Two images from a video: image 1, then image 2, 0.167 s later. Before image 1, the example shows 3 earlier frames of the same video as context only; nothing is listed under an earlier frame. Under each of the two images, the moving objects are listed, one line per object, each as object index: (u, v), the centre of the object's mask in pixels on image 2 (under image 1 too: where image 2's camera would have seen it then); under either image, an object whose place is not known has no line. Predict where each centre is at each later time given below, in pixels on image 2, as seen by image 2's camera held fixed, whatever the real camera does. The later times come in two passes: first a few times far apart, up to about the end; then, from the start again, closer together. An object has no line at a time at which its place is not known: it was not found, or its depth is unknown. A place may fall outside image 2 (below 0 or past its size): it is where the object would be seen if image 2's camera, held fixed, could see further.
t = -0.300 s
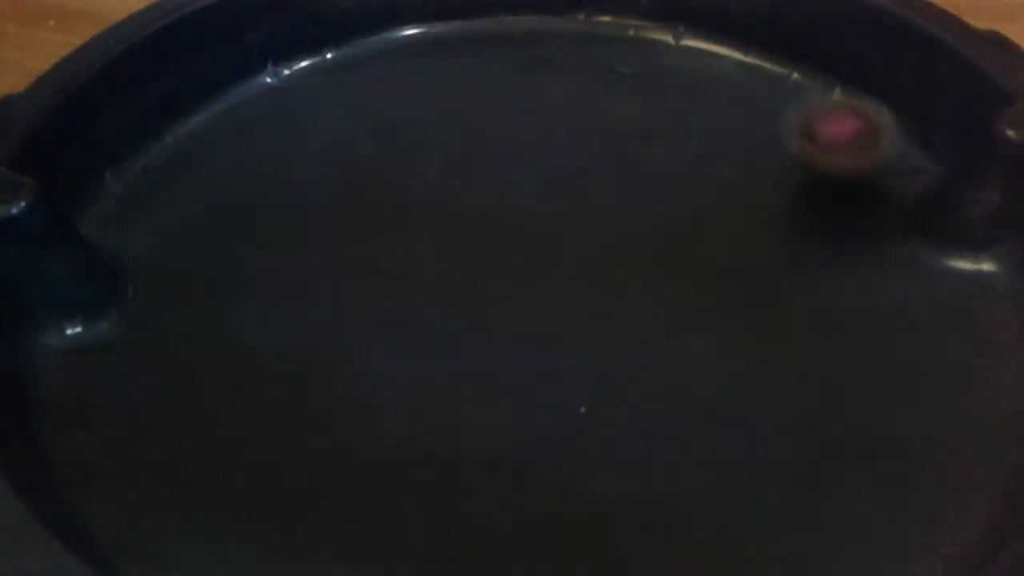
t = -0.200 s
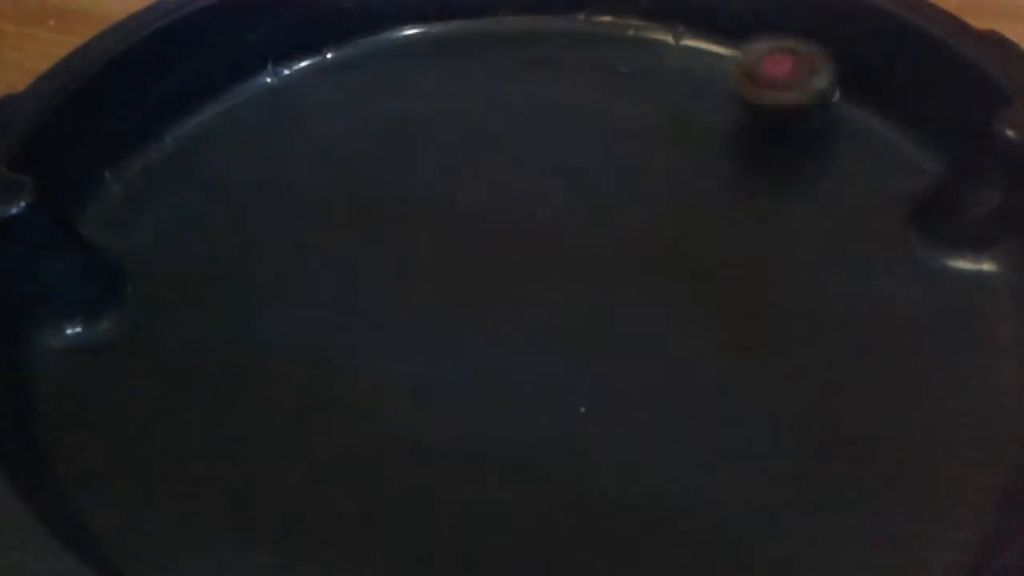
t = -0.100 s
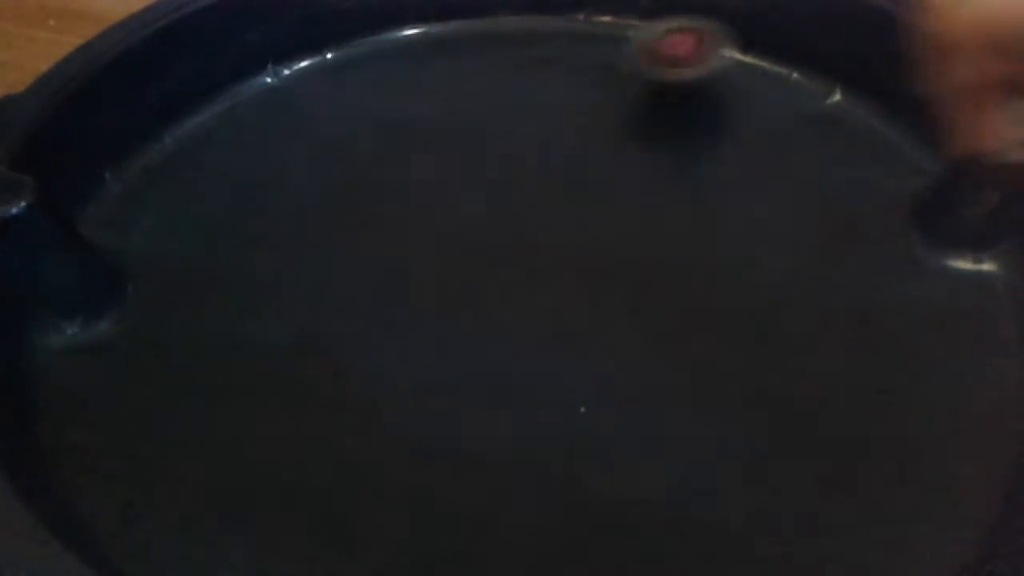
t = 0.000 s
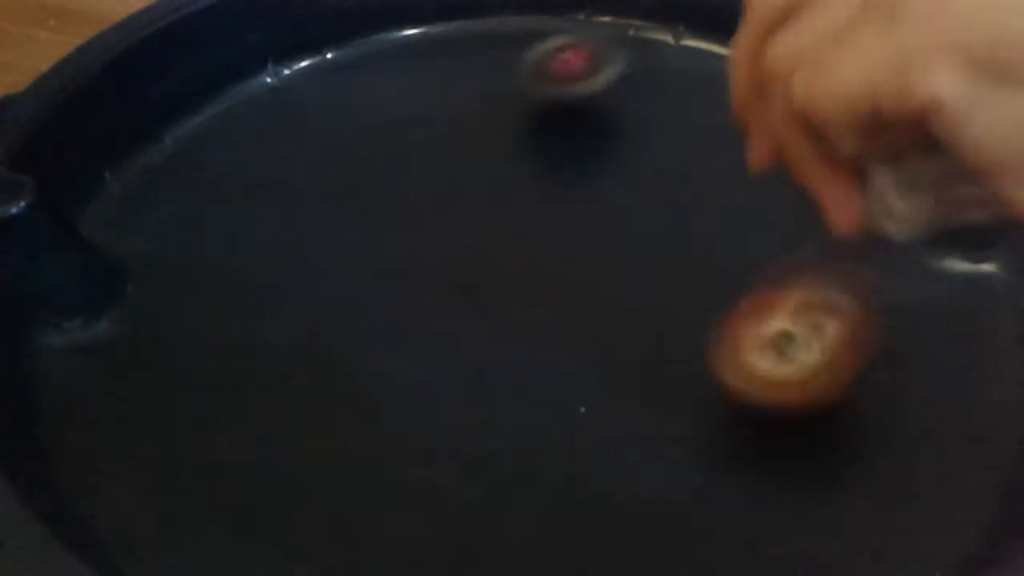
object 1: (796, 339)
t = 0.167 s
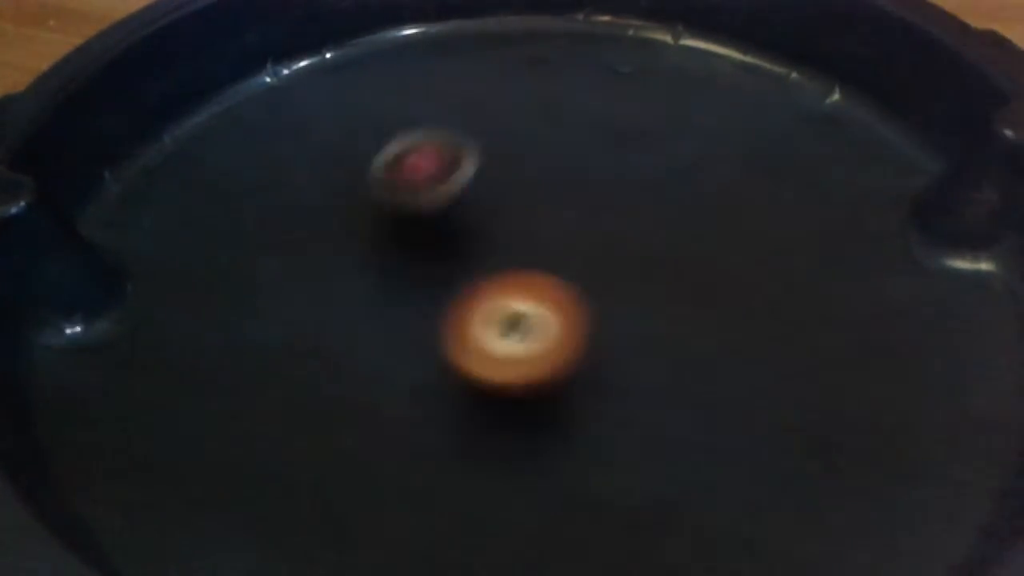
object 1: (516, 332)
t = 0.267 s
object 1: (469, 321)
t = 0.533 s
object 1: (576, 349)
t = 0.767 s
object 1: (476, 355)
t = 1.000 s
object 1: (394, 325)
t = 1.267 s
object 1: (377, 275)
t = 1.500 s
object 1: (414, 237)
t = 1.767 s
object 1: (496, 216)
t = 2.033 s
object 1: (582, 222)
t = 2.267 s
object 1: (643, 243)
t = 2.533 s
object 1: (667, 282)
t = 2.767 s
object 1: (638, 313)
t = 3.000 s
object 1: (575, 317)
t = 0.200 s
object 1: (475, 320)
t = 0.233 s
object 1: (443, 311)
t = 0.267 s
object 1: (469, 321)
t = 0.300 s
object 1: (498, 331)
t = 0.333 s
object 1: (525, 338)
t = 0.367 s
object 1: (547, 344)
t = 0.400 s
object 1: (564, 346)
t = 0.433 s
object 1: (576, 348)
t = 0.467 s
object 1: (582, 349)
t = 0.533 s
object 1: (576, 349)
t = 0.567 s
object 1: (566, 351)
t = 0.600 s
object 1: (552, 353)
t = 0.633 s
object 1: (536, 354)
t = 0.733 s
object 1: (490, 356)
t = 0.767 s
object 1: (476, 355)
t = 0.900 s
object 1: (428, 345)
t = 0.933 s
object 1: (410, 336)
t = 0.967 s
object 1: (402, 330)
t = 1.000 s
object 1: (394, 325)
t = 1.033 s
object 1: (389, 319)
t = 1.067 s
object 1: (384, 312)
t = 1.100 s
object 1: (380, 306)
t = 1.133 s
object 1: (378, 300)
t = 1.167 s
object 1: (375, 293)
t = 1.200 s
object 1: (375, 287)
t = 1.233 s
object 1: (375, 281)
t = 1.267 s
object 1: (377, 275)
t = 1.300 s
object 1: (380, 268)
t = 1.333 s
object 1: (383, 262)
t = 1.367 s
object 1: (387, 257)
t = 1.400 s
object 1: (393, 251)
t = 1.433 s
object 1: (399, 246)
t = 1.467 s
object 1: (406, 241)
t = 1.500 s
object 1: (414, 237)
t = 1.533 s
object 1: (423, 232)
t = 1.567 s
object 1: (433, 228)
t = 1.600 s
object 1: (442, 225)
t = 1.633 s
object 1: (452, 222)
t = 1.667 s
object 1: (463, 220)
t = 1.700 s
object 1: (474, 219)
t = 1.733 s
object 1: (484, 217)
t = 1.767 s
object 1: (496, 216)
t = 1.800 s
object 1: (507, 216)
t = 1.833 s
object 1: (517, 216)
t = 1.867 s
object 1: (528, 216)
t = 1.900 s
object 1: (539, 216)
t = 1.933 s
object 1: (549, 217)
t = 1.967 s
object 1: (560, 218)
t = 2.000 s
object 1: (571, 220)
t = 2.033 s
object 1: (582, 222)
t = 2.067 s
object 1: (592, 224)
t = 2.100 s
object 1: (602, 226)
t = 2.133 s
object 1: (611, 229)
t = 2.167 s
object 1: (620, 232)
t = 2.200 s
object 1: (629, 234)
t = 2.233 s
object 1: (636, 239)
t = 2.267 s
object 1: (643, 243)
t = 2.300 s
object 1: (650, 247)
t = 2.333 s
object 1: (655, 252)
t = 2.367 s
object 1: (660, 257)
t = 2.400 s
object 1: (664, 262)
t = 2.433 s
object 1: (666, 267)
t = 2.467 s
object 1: (667, 272)
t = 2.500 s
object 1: (667, 277)
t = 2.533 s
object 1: (667, 282)
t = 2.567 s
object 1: (666, 287)
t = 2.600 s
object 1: (664, 291)
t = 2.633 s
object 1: (661, 296)
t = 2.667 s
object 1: (657, 301)
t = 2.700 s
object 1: (651, 305)
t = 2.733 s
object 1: (645, 309)
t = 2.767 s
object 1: (638, 313)
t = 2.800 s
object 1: (630, 315)
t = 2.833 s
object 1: (621, 317)
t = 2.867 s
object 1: (613, 319)
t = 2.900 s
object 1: (604, 319)
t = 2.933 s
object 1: (594, 318)
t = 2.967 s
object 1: (584, 318)
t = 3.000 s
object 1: (575, 317)
